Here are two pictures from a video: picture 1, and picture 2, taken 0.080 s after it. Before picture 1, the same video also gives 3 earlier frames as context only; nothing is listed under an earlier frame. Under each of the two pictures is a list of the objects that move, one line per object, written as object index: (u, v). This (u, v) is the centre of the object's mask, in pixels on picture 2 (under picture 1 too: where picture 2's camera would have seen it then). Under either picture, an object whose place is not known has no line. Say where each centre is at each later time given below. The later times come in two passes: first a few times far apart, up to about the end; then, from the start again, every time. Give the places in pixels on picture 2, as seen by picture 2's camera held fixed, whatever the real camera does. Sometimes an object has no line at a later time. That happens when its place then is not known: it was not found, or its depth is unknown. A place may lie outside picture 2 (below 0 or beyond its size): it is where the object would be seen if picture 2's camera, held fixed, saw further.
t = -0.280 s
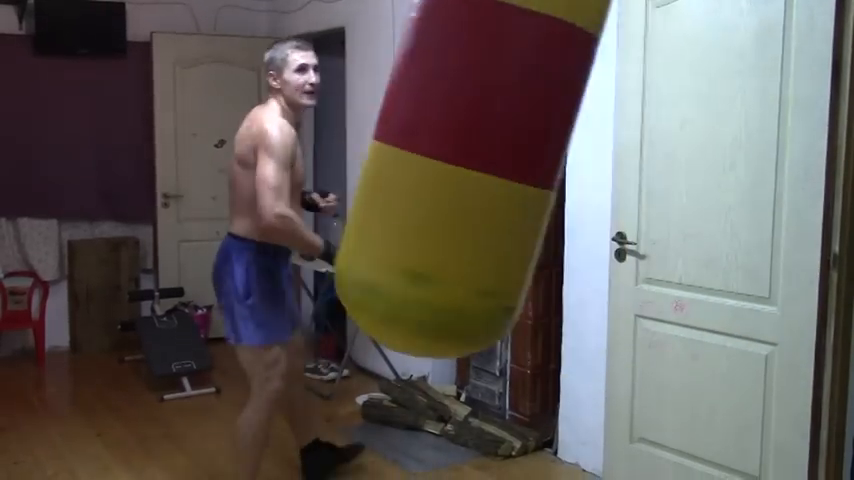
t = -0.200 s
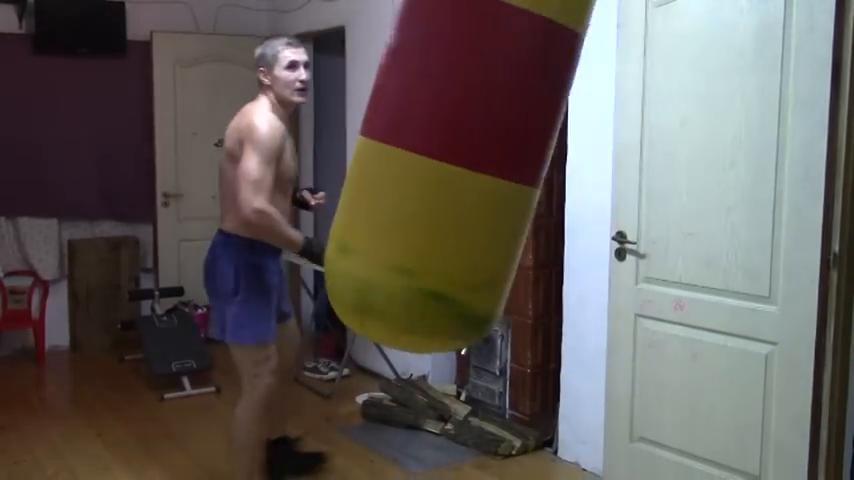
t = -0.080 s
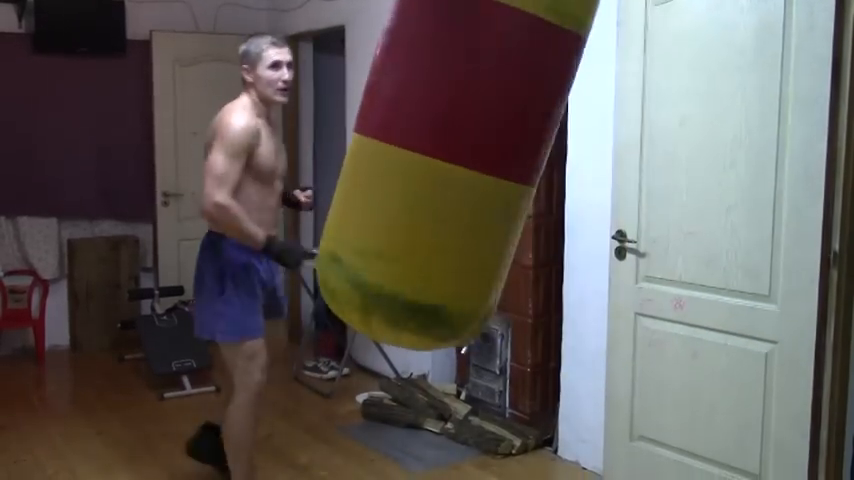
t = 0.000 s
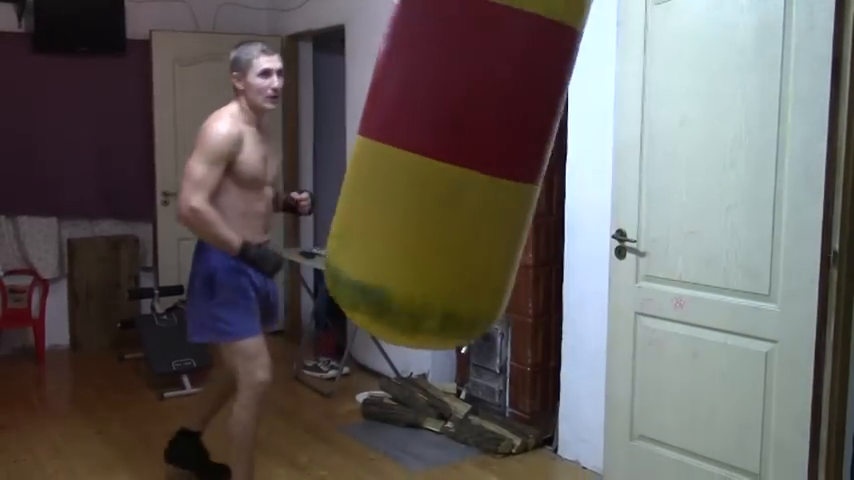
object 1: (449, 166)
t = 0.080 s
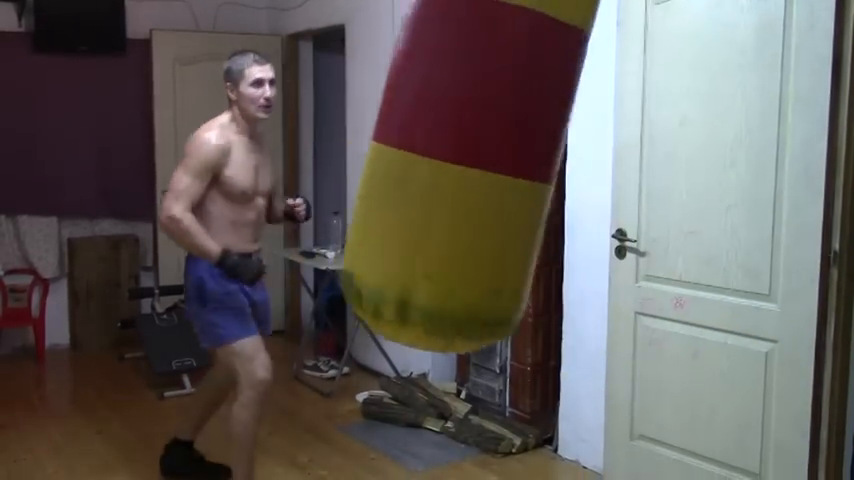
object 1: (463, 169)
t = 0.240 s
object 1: (509, 170)
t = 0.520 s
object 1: (612, 173)
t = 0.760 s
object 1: (677, 167)
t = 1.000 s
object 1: (682, 171)
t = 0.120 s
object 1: (474, 172)
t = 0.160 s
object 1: (484, 171)
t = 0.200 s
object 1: (496, 171)
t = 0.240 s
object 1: (509, 170)
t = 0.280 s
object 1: (522, 170)
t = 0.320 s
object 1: (537, 173)
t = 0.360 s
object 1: (553, 173)
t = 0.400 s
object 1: (569, 175)
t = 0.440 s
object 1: (584, 174)
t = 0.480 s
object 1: (599, 174)
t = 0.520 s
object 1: (612, 173)
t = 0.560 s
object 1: (625, 173)
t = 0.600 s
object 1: (638, 171)
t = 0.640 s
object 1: (650, 171)
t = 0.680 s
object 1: (660, 169)
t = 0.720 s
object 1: (670, 168)
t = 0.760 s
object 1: (677, 167)
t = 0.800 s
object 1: (682, 168)
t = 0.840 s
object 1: (686, 169)
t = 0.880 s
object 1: (688, 168)
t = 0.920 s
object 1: (689, 170)
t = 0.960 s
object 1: (687, 170)
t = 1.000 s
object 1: (682, 171)
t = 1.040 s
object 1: (676, 171)
